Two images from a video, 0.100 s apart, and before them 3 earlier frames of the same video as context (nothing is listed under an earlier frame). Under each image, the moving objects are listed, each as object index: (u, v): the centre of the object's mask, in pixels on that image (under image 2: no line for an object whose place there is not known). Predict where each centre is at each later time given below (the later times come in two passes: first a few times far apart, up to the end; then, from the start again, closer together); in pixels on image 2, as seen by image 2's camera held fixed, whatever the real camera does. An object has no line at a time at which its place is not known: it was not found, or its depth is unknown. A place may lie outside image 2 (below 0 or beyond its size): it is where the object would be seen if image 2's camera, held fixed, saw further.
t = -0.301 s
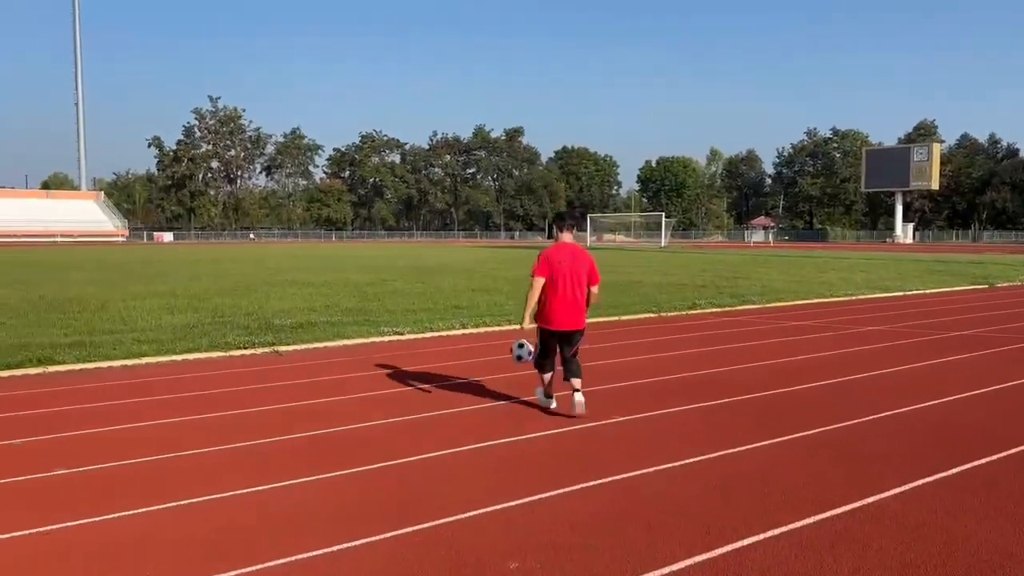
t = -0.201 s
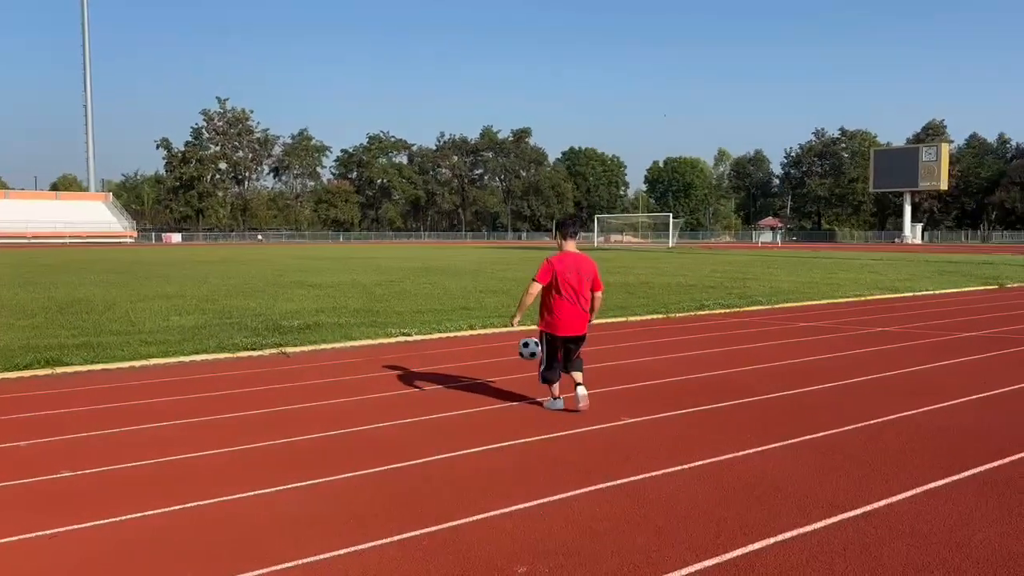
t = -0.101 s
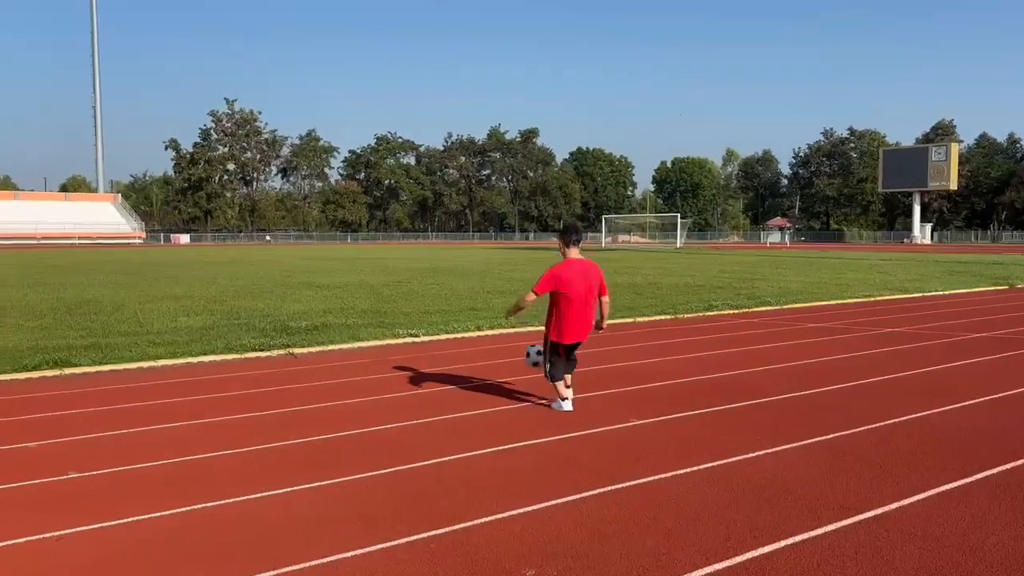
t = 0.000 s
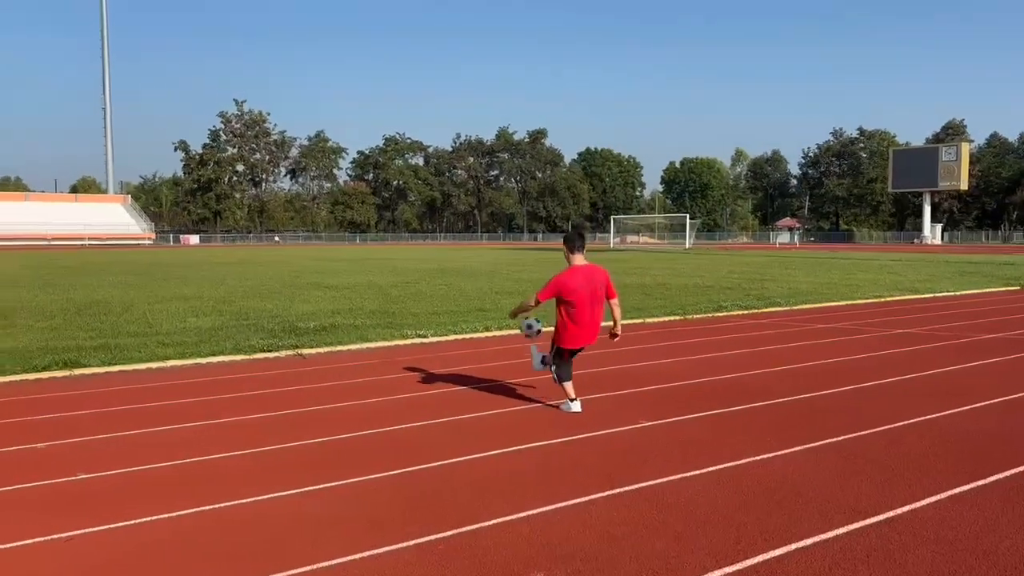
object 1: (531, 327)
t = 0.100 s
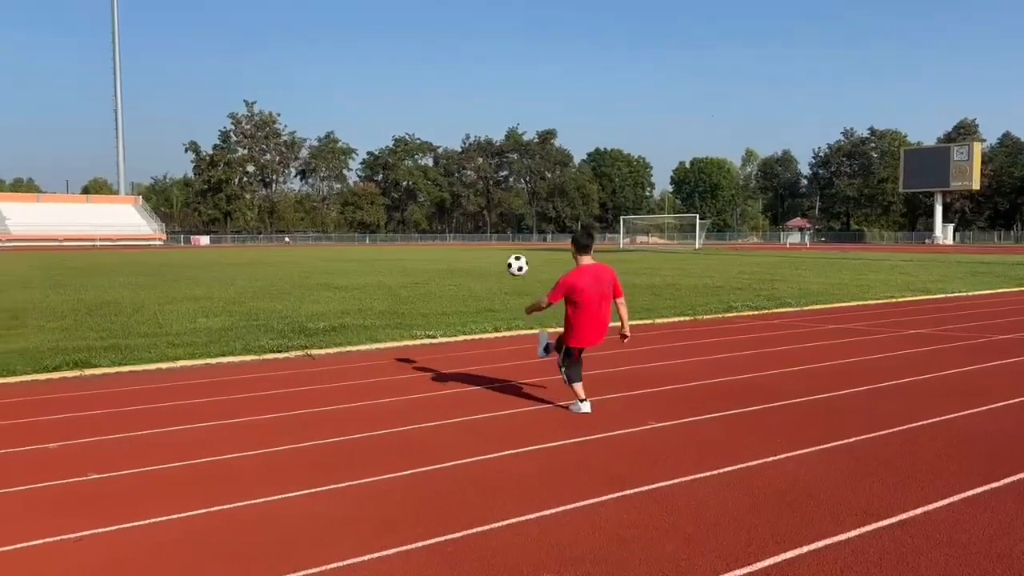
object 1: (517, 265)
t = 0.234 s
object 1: (488, 202)
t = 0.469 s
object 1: (440, 141)
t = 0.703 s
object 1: (398, 136)
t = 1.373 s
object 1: (318, 333)
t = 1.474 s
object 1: (316, 320)
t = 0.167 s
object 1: (502, 231)
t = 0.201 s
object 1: (495, 216)
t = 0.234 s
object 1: (488, 202)
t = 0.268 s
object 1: (481, 190)
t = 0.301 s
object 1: (473, 179)
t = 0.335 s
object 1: (466, 170)
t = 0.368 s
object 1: (459, 161)
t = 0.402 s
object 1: (453, 153)
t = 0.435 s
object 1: (446, 147)
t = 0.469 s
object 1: (440, 141)
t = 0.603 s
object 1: (416, 132)
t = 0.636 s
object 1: (410, 132)
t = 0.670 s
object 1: (404, 133)
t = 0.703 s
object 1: (398, 136)
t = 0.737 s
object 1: (393, 139)
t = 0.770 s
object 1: (387, 143)
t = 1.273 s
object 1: (323, 291)
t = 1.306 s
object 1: (320, 305)
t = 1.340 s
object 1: (321, 320)
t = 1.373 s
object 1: (318, 333)
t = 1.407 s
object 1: (317, 330)
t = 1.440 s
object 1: (317, 325)
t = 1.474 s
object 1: (316, 320)
